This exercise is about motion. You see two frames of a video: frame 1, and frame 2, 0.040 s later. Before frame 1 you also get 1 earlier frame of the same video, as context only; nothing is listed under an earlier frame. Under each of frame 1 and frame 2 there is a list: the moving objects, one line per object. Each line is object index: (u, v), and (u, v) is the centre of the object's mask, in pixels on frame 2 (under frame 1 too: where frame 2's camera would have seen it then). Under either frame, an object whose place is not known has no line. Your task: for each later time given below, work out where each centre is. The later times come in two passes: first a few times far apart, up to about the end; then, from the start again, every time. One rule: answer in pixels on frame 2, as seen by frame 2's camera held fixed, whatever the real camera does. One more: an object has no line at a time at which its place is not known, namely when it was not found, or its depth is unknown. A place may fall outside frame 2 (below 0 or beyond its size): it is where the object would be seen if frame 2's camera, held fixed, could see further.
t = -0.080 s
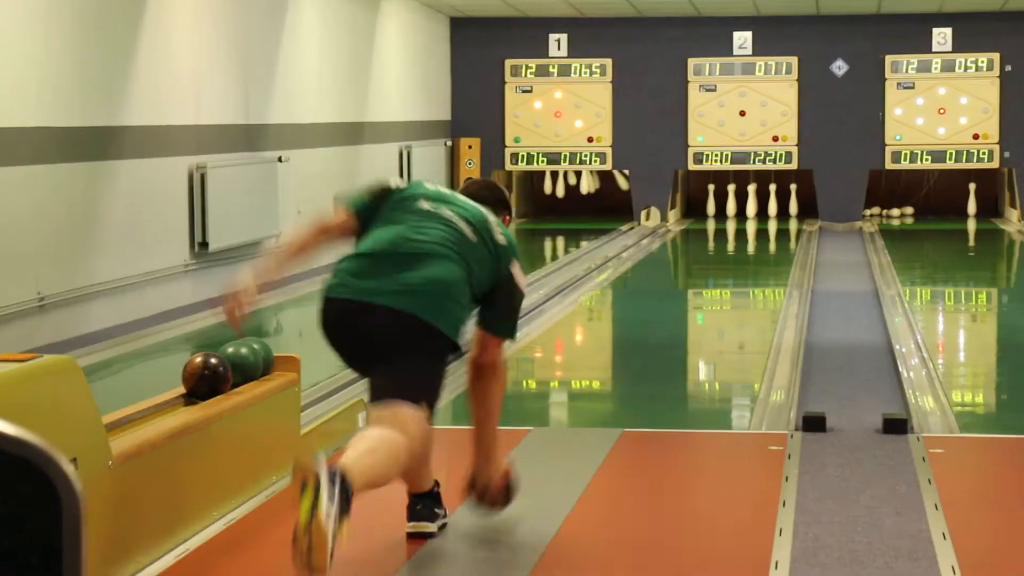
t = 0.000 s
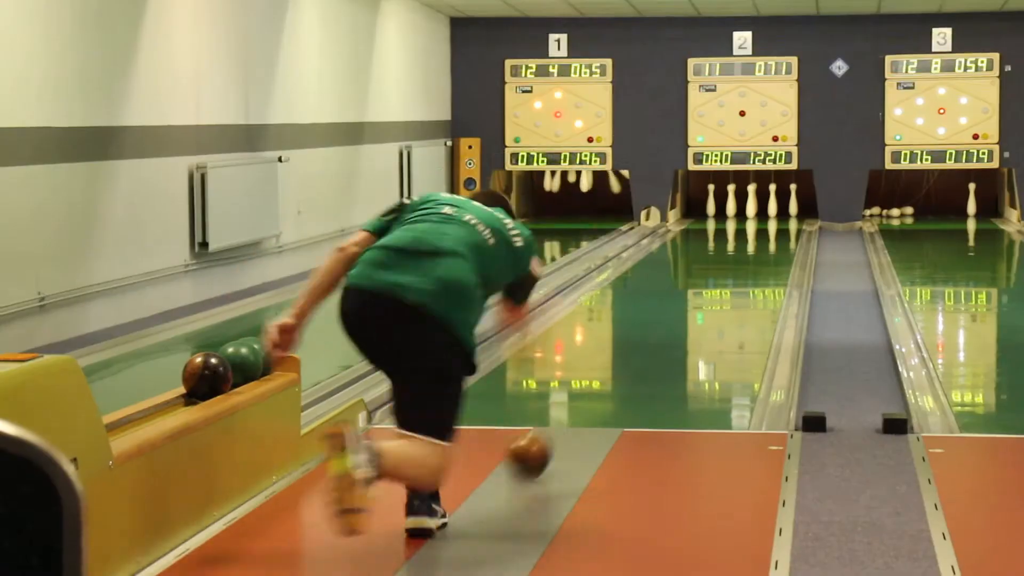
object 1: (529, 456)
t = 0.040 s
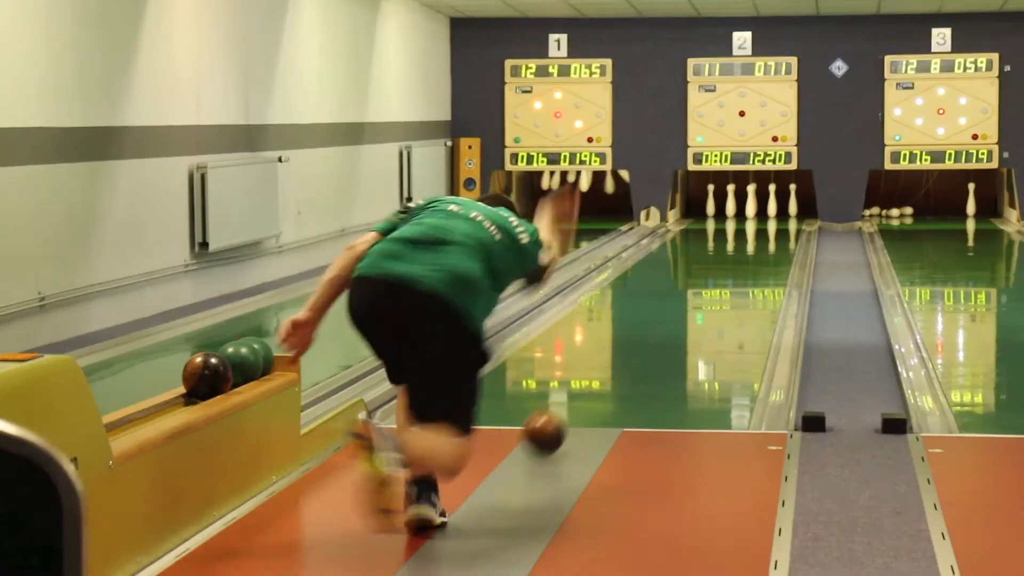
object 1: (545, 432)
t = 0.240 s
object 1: (603, 369)
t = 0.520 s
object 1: (653, 313)
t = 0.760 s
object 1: (680, 282)
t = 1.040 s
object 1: (702, 257)
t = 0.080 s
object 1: (558, 417)
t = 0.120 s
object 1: (572, 403)
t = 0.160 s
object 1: (582, 391)
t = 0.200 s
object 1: (593, 381)
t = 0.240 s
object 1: (603, 369)
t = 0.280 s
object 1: (612, 359)
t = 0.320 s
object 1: (620, 350)
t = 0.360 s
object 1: (627, 342)
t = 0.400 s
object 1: (634, 334)
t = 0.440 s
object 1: (645, 328)
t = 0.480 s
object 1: (647, 320)
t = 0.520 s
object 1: (653, 313)
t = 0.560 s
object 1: (658, 307)
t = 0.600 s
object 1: (663, 302)
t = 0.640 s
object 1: (668, 297)
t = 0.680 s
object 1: (671, 291)
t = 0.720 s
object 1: (676, 287)
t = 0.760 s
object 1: (680, 282)
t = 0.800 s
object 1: (683, 278)
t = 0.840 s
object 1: (687, 274)
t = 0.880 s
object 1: (690, 270)
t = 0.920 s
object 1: (693, 267)
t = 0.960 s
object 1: (696, 264)
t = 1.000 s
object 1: (699, 260)
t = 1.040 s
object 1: (702, 257)
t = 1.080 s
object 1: (705, 254)
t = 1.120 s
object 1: (707, 251)
